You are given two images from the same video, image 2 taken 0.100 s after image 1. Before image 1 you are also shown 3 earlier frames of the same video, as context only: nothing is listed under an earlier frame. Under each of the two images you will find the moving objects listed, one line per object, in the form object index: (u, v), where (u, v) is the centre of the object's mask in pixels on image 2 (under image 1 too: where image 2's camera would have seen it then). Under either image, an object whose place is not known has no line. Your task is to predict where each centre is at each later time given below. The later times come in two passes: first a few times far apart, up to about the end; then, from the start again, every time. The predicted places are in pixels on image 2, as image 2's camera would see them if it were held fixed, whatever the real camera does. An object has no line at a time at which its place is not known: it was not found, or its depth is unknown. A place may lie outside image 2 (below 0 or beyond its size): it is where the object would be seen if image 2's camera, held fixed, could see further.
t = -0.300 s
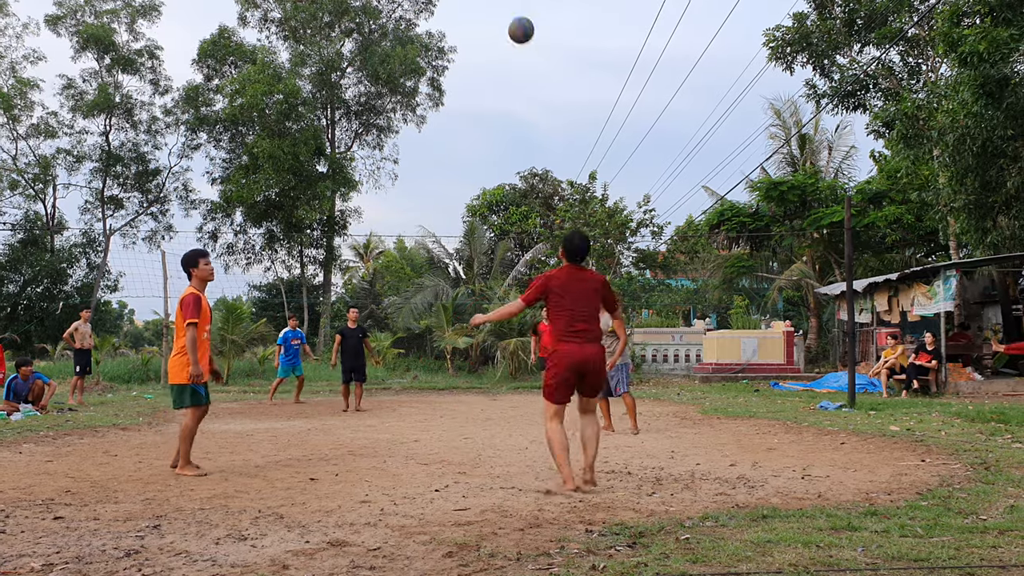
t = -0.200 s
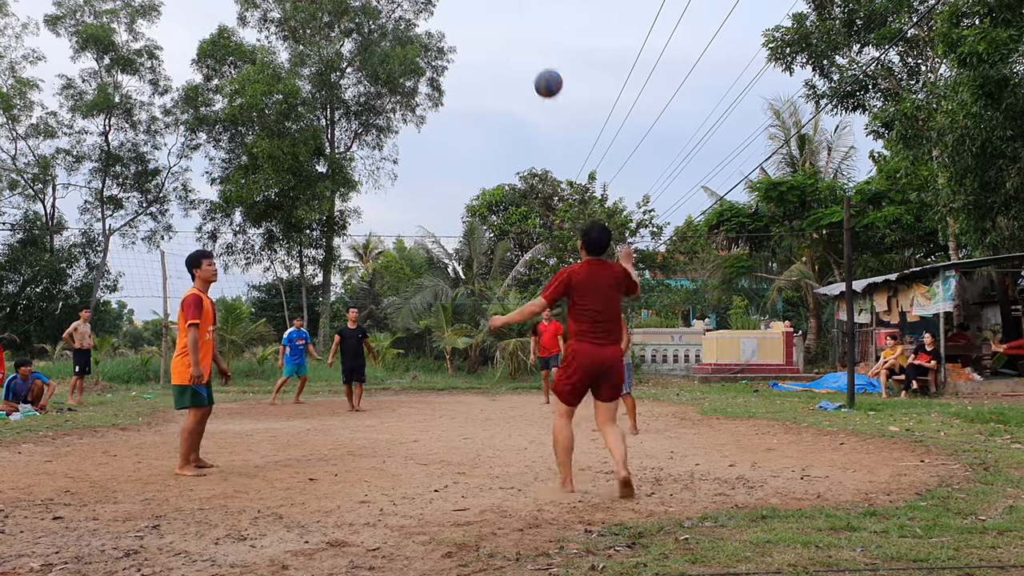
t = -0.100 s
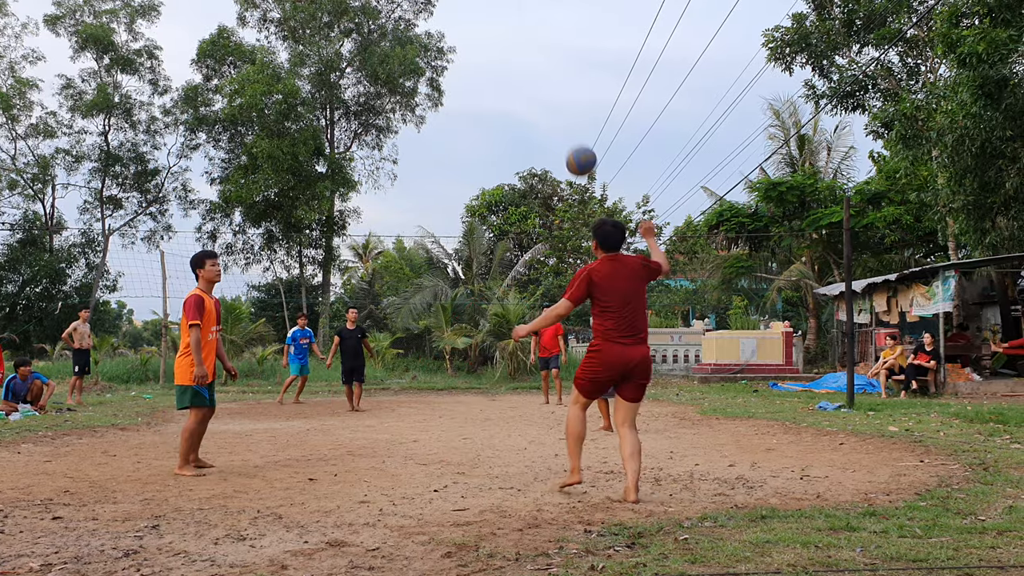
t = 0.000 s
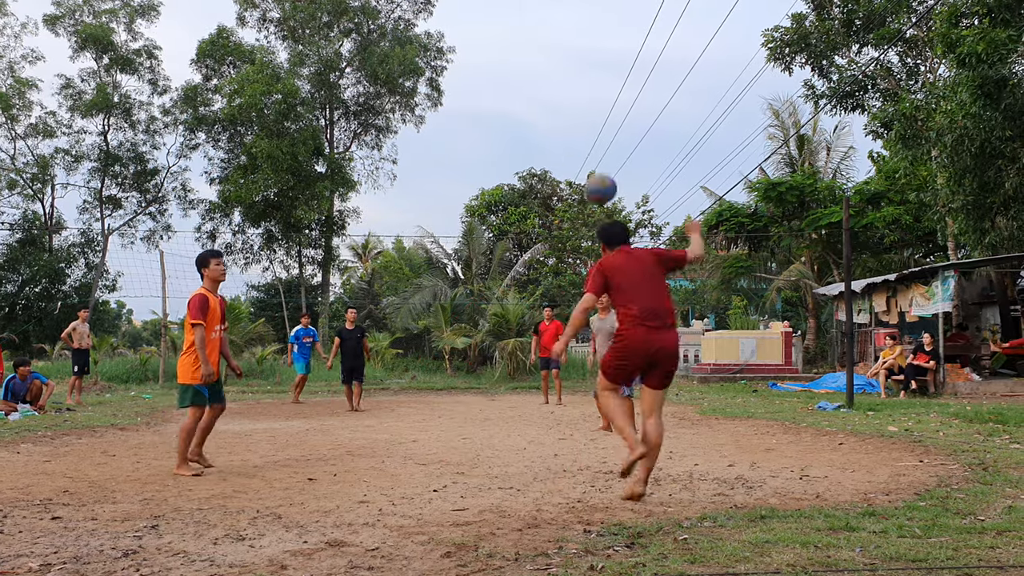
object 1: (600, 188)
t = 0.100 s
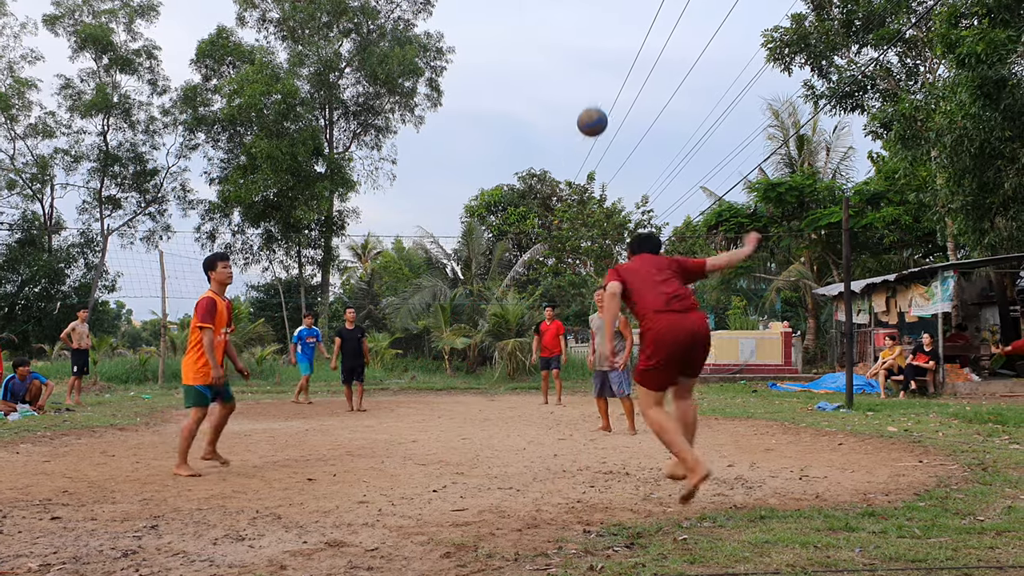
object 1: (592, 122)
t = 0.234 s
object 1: (583, 64)
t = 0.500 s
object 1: (568, 36)
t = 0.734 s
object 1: (557, 77)
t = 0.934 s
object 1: (550, 147)
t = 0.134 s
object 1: (590, 104)
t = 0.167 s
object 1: (587, 89)
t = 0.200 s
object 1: (585, 75)
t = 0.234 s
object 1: (583, 64)
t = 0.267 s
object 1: (581, 55)
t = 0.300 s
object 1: (579, 48)
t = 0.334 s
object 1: (577, 42)
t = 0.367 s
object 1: (575, 38)
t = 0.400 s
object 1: (573, 36)
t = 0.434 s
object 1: (571, 34)
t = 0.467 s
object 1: (570, 34)
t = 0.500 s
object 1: (568, 36)
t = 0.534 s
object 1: (566, 39)
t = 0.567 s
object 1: (564, 43)
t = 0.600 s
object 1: (563, 48)
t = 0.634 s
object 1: (561, 54)
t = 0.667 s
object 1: (560, 60)
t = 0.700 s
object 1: (558, 68)
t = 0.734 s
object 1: (557, 77)
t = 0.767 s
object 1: (556, 87)
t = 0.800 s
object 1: (555, 97)
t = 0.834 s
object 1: (553, 109)
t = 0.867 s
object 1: (552, 121)
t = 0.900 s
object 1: (551, 134)
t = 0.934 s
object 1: (550, 147)
